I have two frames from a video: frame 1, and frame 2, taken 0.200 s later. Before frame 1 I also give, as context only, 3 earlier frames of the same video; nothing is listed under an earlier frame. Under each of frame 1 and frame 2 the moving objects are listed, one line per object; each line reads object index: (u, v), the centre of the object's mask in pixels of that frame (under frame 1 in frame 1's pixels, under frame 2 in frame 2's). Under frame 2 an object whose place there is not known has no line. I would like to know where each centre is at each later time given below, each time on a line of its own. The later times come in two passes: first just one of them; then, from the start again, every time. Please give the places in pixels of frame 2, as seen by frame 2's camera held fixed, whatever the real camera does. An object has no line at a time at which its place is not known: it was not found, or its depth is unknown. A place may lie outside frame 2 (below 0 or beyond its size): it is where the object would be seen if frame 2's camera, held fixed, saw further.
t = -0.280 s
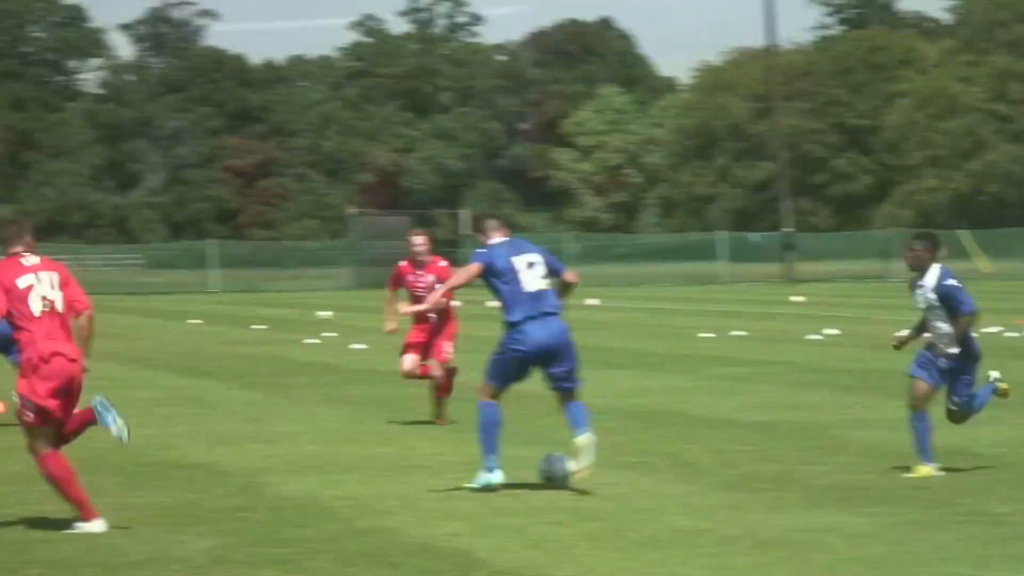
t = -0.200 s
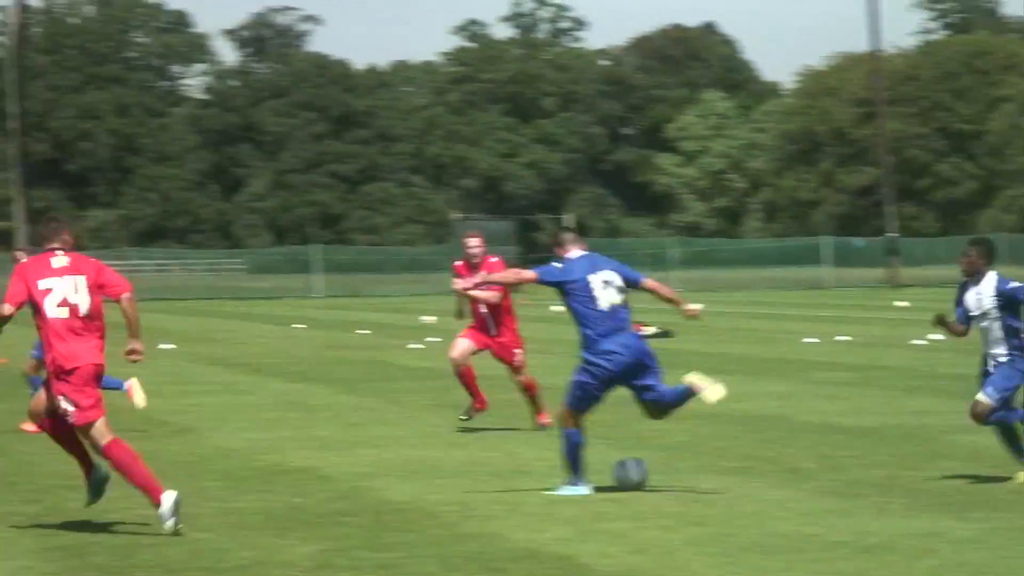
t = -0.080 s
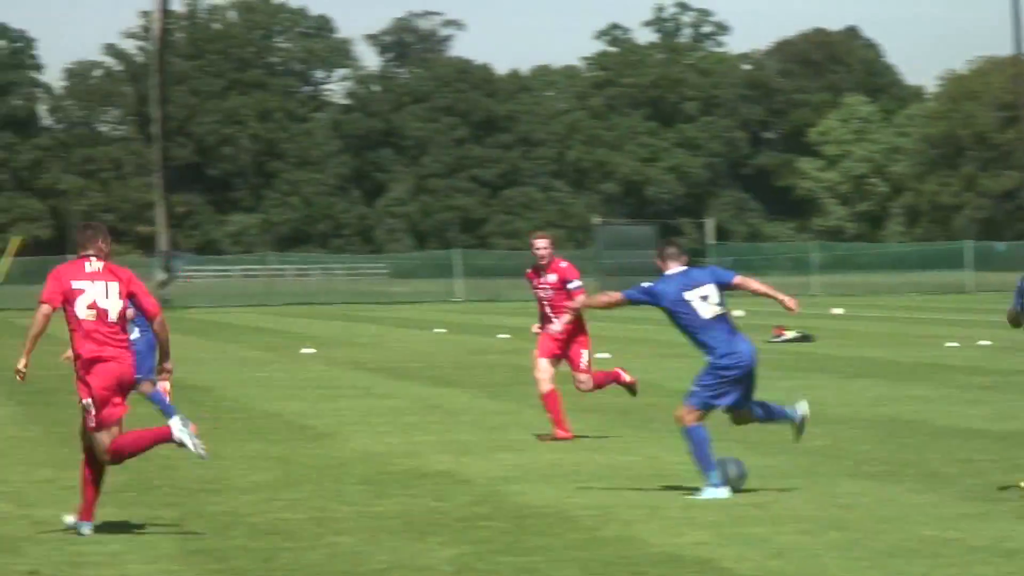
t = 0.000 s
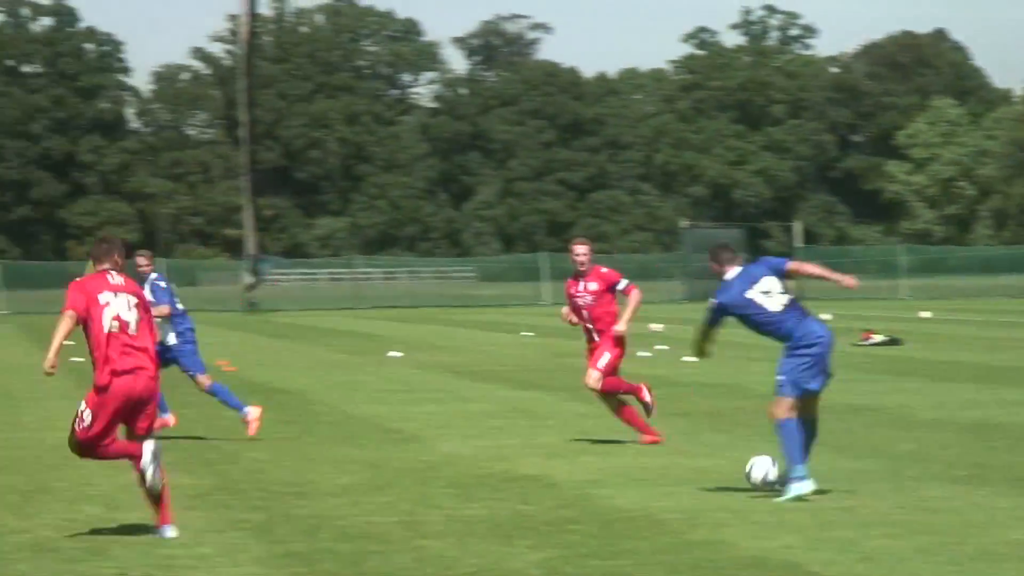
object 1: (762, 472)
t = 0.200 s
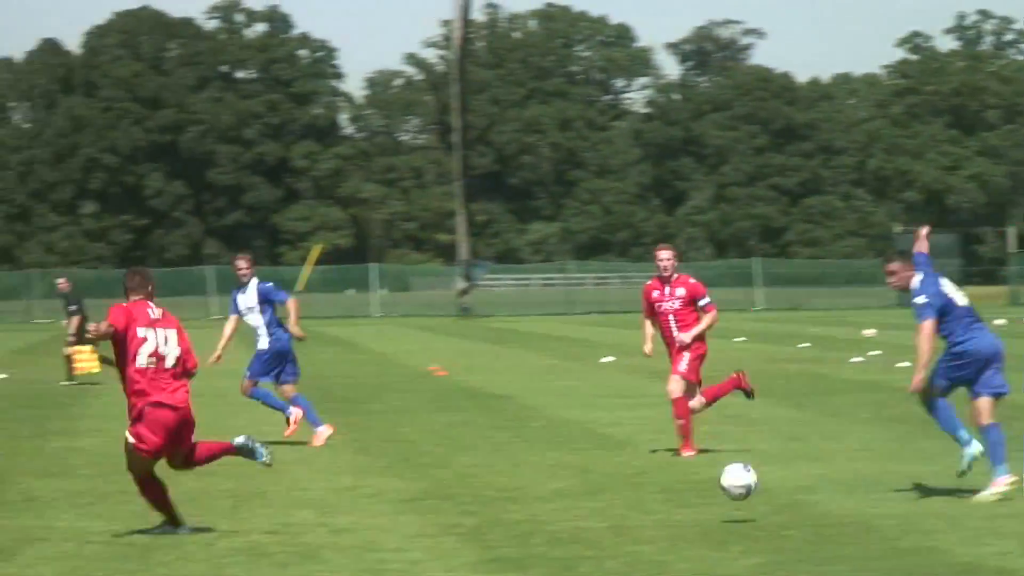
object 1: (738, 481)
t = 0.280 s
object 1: (643, 498)
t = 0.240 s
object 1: (691, 488)
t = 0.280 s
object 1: (643, 498)
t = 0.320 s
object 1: (595, 510)
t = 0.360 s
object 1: (545, 519)
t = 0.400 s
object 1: (506, 514)
